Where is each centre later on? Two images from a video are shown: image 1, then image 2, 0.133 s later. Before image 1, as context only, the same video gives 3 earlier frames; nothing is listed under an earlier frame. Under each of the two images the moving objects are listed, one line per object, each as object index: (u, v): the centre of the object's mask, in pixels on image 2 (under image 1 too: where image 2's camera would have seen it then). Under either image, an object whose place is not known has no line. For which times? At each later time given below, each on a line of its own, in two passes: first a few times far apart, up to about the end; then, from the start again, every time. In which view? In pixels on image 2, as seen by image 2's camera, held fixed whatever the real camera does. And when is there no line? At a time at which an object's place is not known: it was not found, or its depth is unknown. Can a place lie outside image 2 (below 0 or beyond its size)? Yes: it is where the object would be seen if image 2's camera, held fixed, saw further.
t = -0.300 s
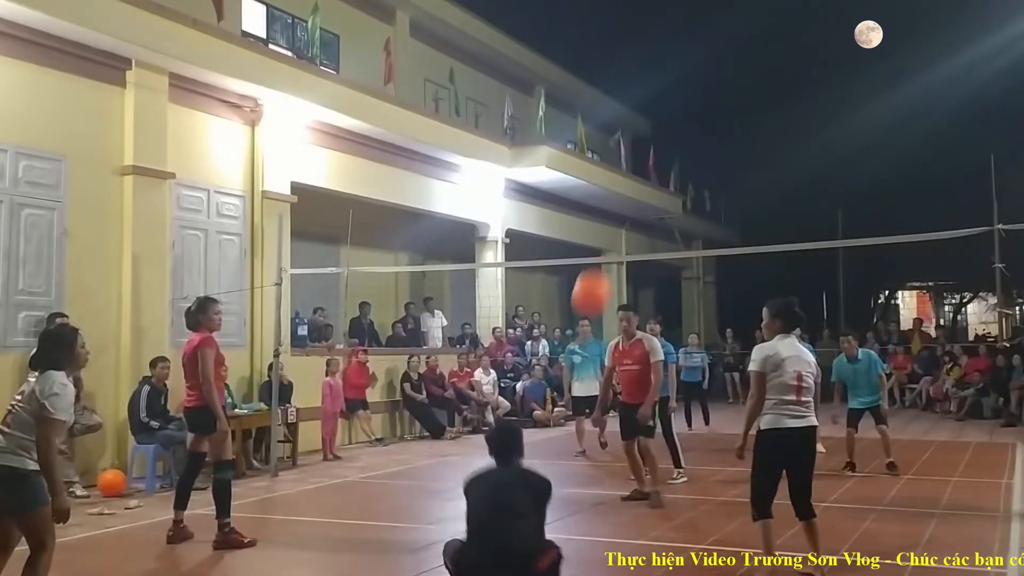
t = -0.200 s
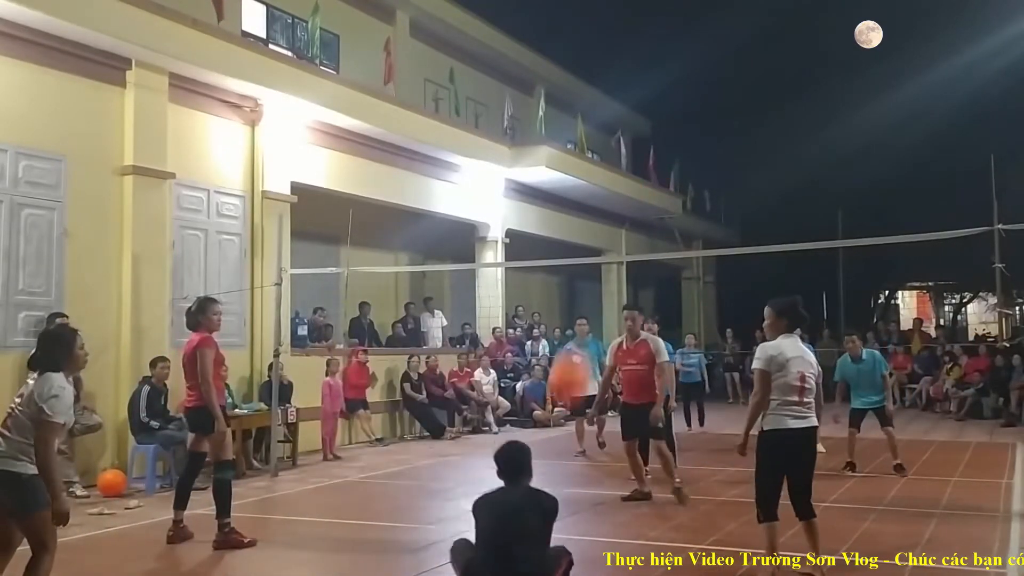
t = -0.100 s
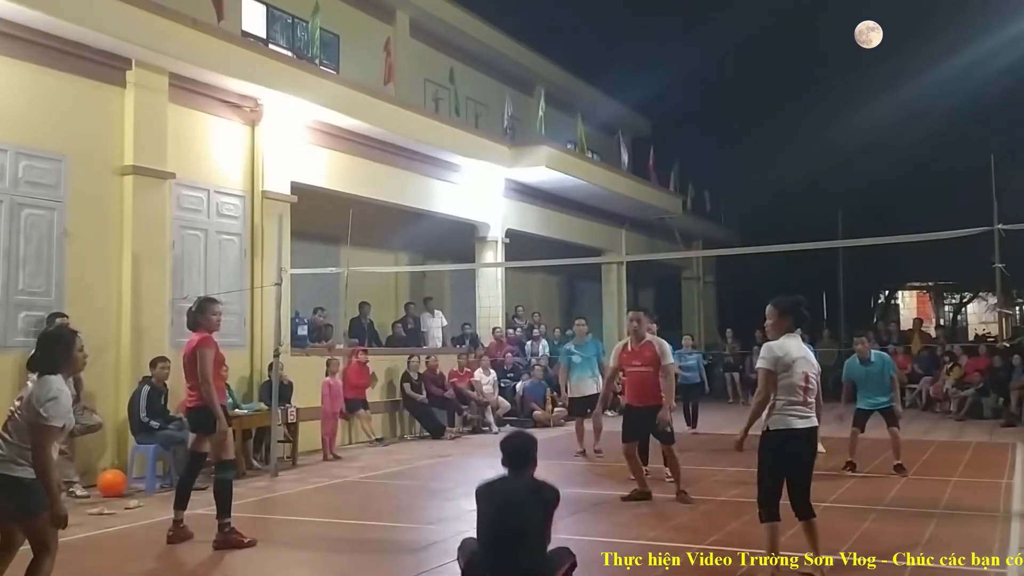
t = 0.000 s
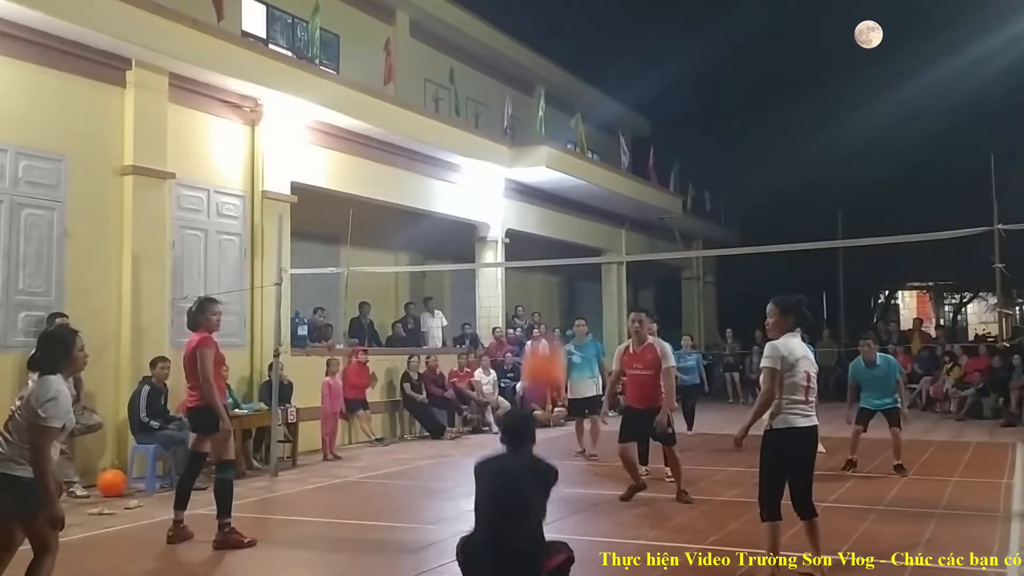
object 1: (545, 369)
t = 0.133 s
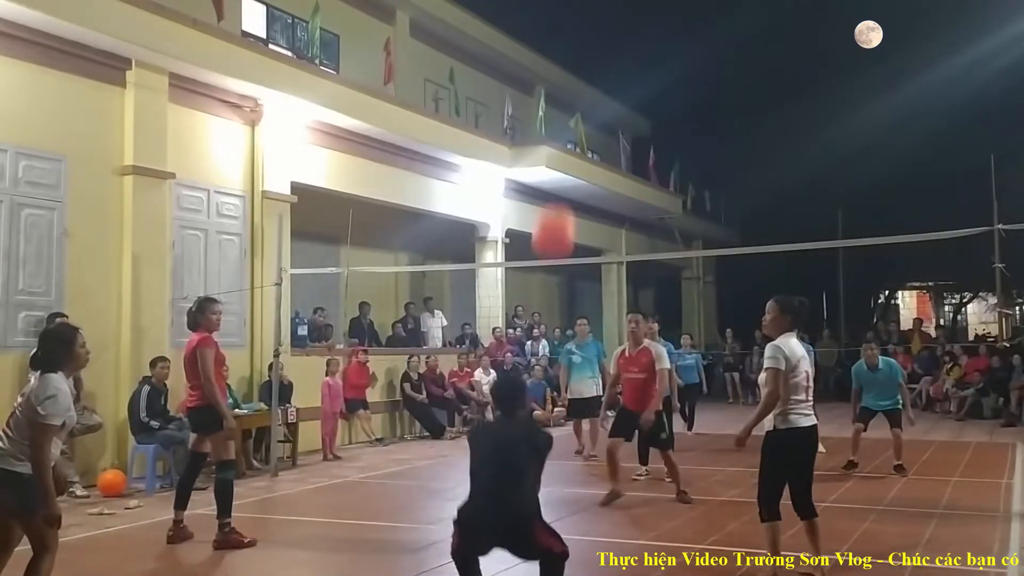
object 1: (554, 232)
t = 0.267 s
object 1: (563, 135)
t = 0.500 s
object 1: (575, 55)
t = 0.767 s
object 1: (588, 61)
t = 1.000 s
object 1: (599, 138)
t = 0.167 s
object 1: (556, 207)
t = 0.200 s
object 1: (559, 183)
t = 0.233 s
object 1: (562, 153)
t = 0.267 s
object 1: (563, 135)
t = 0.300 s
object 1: (564, 120)
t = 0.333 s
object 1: (566, 103)
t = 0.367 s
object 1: (568, 90)
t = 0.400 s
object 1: (570, 79)
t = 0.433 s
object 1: (571, 70)
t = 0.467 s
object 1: (573, 62)
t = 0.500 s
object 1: (575, 55)
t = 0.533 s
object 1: (577, 50)
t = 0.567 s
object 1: (579, 46)
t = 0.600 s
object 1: (580, 44)
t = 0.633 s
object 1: (582, 44)
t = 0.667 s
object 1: (583, 47)
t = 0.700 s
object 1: (585, 50)
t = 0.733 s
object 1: (586, 55)
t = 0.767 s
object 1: (588, 61)
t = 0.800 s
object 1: (589, 67)
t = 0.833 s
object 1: (591, 75)
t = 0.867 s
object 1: (592, 85)
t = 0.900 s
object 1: (594, 96)
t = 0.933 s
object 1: (596, 109)
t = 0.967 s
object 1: (597, 123)
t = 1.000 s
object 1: (599, 138)
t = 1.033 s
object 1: (601, 153)
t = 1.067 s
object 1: (603, 170)
